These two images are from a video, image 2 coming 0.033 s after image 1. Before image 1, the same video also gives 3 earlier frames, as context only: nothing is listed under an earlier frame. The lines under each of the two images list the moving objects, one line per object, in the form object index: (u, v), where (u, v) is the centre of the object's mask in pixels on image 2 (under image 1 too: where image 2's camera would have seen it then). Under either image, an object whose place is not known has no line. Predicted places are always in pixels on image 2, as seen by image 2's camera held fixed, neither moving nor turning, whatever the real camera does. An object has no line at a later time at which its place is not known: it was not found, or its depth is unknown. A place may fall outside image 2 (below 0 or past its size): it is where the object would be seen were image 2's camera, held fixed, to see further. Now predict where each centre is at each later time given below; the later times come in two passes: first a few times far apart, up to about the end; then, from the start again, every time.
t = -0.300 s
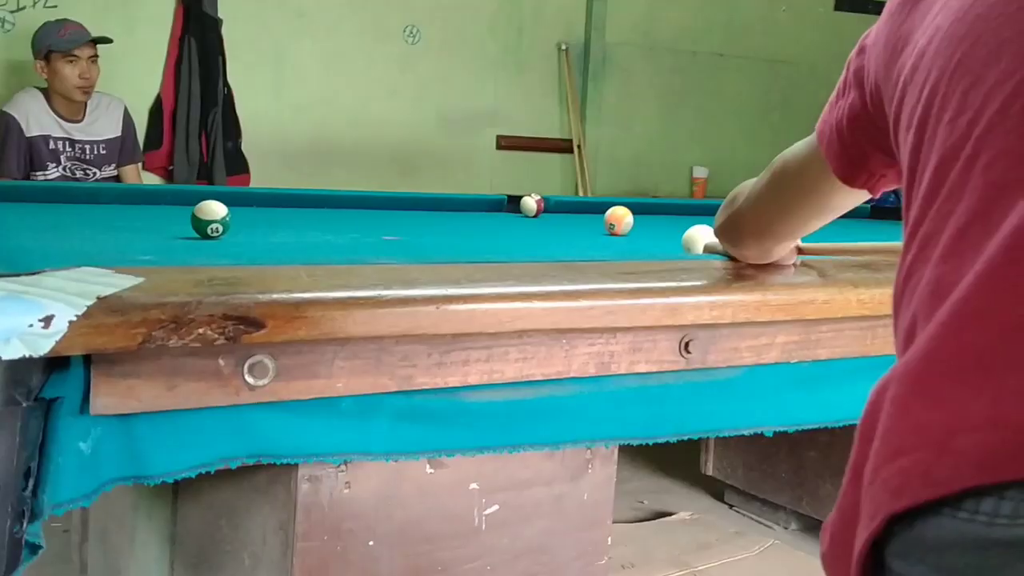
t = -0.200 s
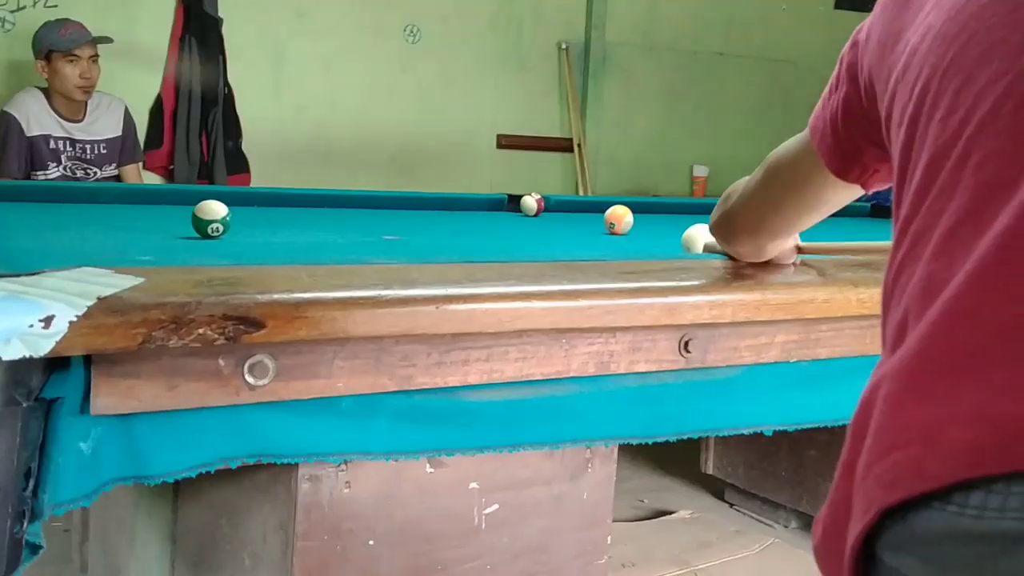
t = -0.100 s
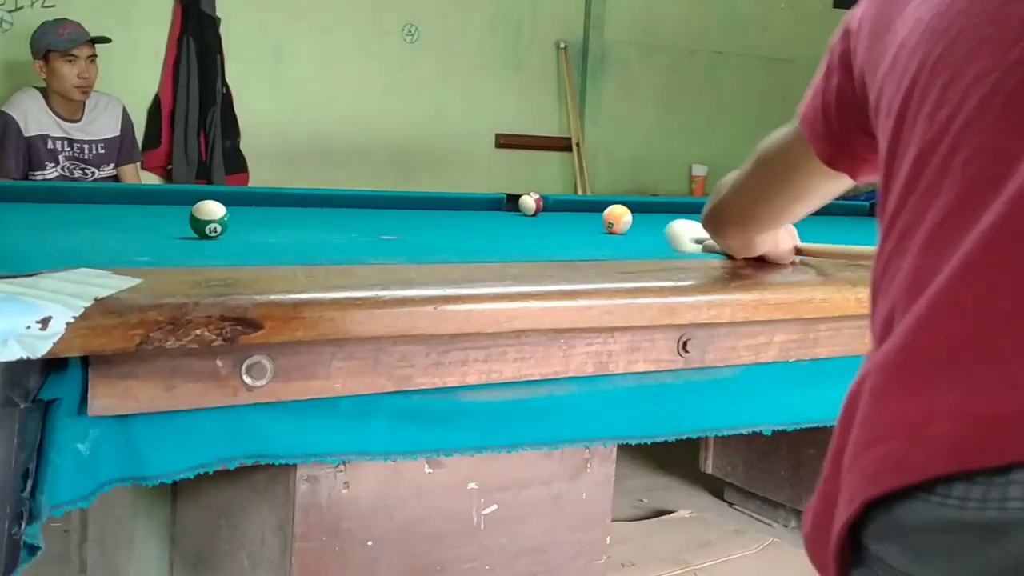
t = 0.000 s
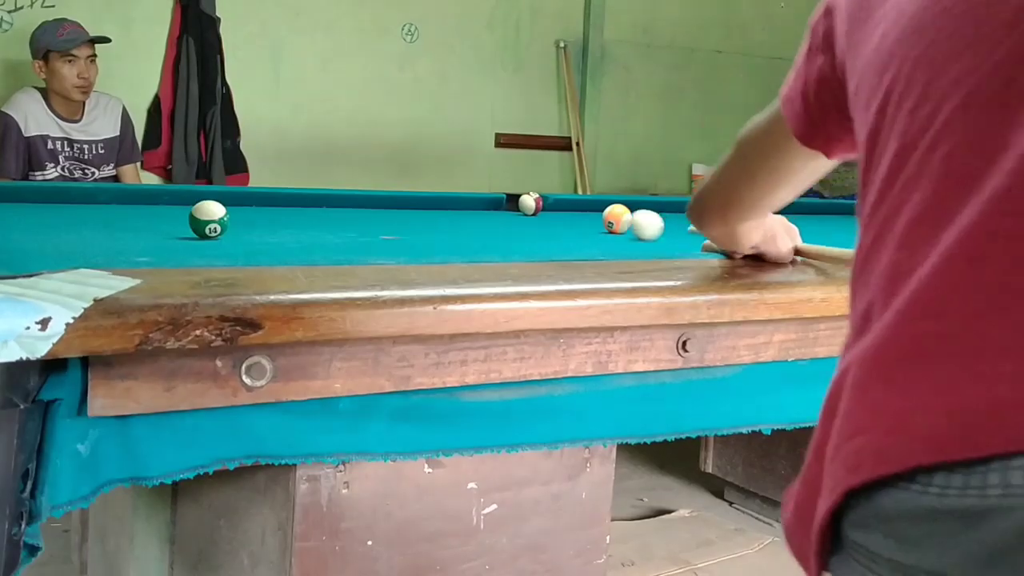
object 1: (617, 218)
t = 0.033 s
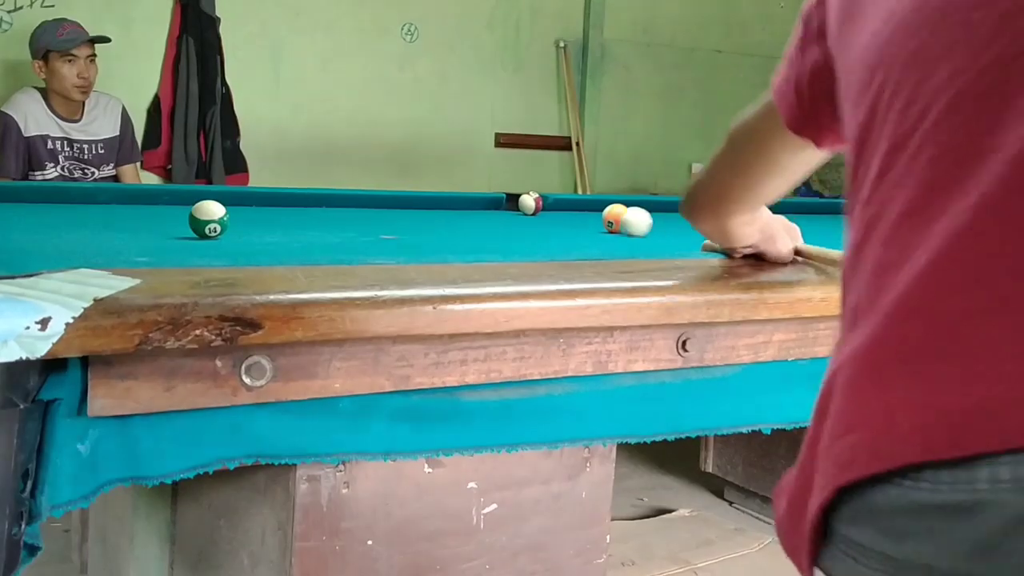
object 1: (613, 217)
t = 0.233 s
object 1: (554, 208)
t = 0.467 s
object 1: (500, 202)
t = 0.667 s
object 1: (470, 200)
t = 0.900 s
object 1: (472, 201)
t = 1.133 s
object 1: (475, 204)
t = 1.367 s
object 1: (479, 205)
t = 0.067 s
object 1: (605, 215)
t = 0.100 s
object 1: (593, 213)
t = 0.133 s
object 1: (581, 212)
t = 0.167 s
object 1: (571, 211)
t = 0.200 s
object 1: (562, 209)
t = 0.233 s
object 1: (554, 208)
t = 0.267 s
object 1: (546, 207)
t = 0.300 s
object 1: (539, 206)
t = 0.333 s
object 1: (531, 204)
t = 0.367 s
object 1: (524, 204)
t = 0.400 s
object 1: (514, 203)
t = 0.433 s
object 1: (508, 202)
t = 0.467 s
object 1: (500, 202)
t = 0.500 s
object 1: (492, 201)
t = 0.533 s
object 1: (485, 200)
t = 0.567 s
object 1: (477, 200)
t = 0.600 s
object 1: (471, 200)
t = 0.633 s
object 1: (470, 200)
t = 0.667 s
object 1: (470, 200)
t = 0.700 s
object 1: (470, 200)
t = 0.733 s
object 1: (471, 200)
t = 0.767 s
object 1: (471, 201)
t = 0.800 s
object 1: (471, 201)
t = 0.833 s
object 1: (471, 201)
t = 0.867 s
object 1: (472, 201)
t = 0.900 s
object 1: (472, 201)
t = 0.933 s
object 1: (473, 202)
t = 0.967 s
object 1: (473, 202)
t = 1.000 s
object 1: (474, 202)
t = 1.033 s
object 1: (474, 203)
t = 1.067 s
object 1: (474, 203)
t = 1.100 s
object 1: (475, 203)
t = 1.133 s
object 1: (475, 204)
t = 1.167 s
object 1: (476, 204)
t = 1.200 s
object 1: (476, 204)
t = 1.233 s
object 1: (477, 204)
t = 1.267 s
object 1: (478, 205)
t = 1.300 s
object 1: (478, 205)
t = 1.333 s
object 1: (479, 205)
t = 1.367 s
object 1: (479, 205)
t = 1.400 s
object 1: (480, 206)
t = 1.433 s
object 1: (480, 206)
